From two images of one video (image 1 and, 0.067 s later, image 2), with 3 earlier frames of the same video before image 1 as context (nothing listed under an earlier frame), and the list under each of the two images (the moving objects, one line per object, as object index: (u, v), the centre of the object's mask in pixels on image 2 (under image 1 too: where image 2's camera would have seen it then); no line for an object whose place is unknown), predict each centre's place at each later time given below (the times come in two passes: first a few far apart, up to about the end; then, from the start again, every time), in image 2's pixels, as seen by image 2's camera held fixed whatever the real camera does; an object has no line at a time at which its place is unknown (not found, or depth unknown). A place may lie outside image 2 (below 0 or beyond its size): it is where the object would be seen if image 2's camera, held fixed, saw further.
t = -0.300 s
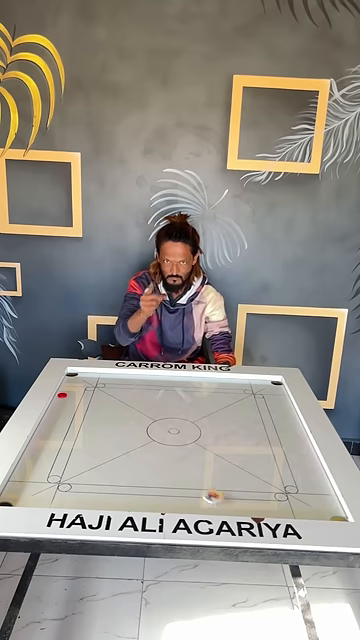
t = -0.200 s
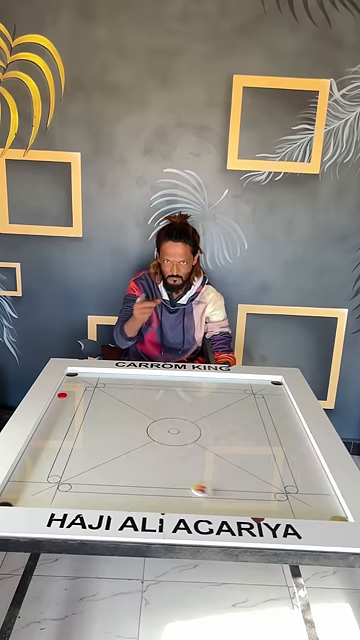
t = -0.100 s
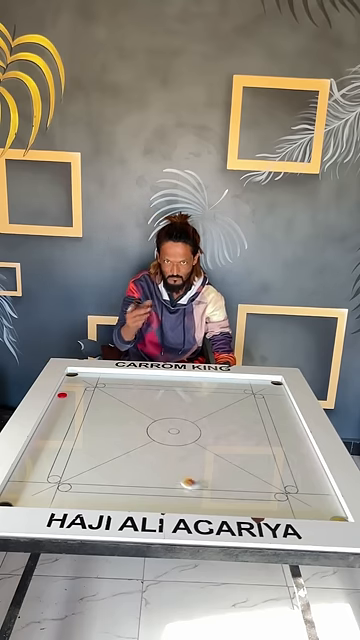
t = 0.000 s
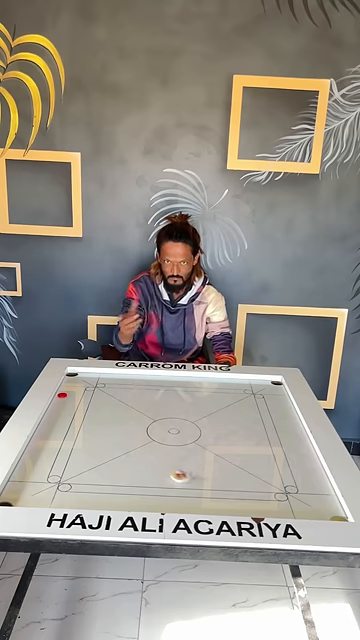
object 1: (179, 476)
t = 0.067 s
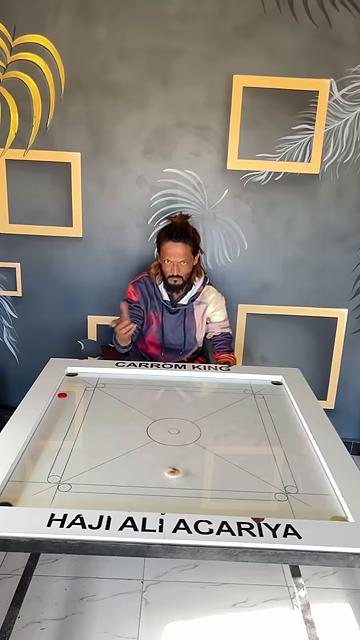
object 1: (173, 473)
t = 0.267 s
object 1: (155, 460)
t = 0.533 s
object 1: (131, 446)
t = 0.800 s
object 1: (110, 433)
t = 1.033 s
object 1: (93, 422)
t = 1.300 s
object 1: (74, 411)
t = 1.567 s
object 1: (59, 401)
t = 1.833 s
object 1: (75, 395)
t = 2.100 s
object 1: (94, 391)
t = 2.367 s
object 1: (111, 387)
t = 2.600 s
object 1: (125, 384)
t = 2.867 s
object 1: (140, 379)
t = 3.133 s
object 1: (155, 378)
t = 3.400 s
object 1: (167, 380)
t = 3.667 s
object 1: (180, 385)
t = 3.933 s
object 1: (193, 389)
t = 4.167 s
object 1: (205, 392)
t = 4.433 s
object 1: (218, 396)
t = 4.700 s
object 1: (233, 400)
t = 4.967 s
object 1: (246, 404)
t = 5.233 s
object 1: (261, 408)
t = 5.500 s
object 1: (277, 413)
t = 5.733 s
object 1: (289, 417)
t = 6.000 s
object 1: (288, 421)
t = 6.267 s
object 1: (283, 425)
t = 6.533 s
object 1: (278, 429)
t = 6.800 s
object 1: (274, 434)
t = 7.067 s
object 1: (268, 439)
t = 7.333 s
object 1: (262, 444)
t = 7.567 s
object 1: (257, 447)
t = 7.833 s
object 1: (251, 453)
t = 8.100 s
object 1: (245, 458)
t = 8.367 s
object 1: (239, 463)
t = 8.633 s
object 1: (233, 469)
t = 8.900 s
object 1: (225, 475)
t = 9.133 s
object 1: (219, 480)
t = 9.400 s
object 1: (212, 486)
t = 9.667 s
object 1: (205, 493)
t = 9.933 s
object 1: (198, 499)
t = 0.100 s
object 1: (170, 470)
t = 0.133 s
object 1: (167, 469)
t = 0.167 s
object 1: (164, 467)
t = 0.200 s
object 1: (161, 465)
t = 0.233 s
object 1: (158, 462)
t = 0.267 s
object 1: (155, 460)
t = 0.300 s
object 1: (152, 458)
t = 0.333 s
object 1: (149, 456)
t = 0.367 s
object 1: (145, 454)
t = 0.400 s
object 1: (142, 452)
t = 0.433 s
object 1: (139, 452)
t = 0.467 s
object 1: (136, 449)
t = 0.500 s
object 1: (134, 448)
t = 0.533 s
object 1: (131, 446)
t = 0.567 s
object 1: (128, 444)
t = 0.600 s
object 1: (125, 442)
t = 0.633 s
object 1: (123, 441)
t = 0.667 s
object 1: (120, 439)
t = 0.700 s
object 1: (118, 437)
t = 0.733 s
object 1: (115, 436)
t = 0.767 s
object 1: (113, 434)
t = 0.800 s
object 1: (110, 433)
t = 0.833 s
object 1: (108, 431)
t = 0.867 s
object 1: (105, 429)
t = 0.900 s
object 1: (102, 428)
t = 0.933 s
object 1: (100, 426)
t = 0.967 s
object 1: (98, 425)
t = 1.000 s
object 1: (95, 423)
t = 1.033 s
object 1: (93, 422)
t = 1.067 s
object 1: (90, 421)
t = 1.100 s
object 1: (88, 419)
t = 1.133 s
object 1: (86, 418)
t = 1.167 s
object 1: (83, 417)
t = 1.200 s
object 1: (82, 415)
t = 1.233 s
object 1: (80, 414)
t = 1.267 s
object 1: (77, 412)
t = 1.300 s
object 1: (74, 411)
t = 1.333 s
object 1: (72, 410)
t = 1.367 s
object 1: (70, 409)
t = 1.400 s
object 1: (68, 408)
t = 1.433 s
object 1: (67, 406)
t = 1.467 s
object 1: (65, 405)
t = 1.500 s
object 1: (62, 403)
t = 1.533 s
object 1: (60, 402)
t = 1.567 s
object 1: (59, 401)
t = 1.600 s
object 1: (60, 400)
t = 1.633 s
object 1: (62, 399)
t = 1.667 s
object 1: (64, 398)
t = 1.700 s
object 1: (67, 398)
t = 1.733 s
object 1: (68, 397)
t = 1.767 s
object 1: (71, 396)
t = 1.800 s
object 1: (72, 396)
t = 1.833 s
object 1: (75, 395)
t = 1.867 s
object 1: (78, 395)
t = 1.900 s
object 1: (81, 395)
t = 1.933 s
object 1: (83, 395)
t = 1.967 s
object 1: (85, 394)
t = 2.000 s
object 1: (88, 392)
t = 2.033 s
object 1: (90, 392)
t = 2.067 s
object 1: (91, 391)
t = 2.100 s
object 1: (94, 391)
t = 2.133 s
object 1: (96, 391)
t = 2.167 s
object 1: (98, 390)
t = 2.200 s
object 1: (101, 388)
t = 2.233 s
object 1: (102, 388)
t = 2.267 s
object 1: (104, 388)
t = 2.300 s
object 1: (106, 388)
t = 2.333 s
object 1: (109, 387)
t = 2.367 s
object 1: (111, 387)
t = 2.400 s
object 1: (113, 386)
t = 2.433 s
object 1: (115, 386)
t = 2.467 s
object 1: (117, 386)
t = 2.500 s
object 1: (119, 385)
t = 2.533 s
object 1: (121, 384)
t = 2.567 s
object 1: (123, 384)
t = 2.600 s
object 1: (125, 384)
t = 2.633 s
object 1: (127, 383)
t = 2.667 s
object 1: (129, 383)
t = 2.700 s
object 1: (131, 382)
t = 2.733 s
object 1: (133, 381)
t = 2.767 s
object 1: (135, 380)
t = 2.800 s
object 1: (137, 380)
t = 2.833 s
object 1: (139, 380)
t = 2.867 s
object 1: (140, 379)
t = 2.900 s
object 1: (143, 379)
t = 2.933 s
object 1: (144, 379)
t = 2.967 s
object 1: (146, 378)
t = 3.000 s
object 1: (148, 378)
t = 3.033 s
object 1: (150, 378)
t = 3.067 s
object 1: (152, 378)
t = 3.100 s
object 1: (153, 377)
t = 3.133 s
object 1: (155, 378)
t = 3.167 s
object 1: (156, 378)
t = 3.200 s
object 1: (158, 378)
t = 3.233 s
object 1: (159, 378)
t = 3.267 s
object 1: (161, 379)
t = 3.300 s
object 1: (162, 379)
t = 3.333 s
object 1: (164, 379)
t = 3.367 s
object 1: (165, 380)
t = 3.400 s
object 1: (167, 380)
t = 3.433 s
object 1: (169, 381)
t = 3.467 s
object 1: (170, 382)
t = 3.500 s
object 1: (172, 382)
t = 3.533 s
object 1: (173, 383)
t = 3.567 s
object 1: (175, 383)
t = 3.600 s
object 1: (177, 384)
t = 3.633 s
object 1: (179, 385)
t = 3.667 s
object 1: (180, 385)
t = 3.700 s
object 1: (182, 385)
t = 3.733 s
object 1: (183, 386)
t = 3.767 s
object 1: (185, 386)
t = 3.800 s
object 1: (186, 387)
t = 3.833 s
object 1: (188, 387)
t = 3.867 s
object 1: (190, 388)
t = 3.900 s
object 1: (192, 388)
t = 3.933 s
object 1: (193, 389)
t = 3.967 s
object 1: (195, 389)
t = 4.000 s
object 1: (197, 389)
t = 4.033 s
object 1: (198, 390)
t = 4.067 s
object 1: (200, 390)
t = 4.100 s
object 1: (201, 391)
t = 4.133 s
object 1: (204, 391)
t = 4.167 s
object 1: (205, 392)
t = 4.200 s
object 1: (207, 393)
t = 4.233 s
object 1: (208, 393)
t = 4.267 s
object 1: (210, 393)
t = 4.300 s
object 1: (211, 394)
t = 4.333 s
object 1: (213, 394)
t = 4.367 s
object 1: (215, 395)
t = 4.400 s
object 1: (216, 395)
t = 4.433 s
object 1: (218, 396)
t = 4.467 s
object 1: (220, 396)
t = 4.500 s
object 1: (222, 396)
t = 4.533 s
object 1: (224, 397)
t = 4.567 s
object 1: (226, 398)
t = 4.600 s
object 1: (227, 398)
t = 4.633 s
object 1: (229, 399)
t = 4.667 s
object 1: (231, 399)
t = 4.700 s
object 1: (233, 400)
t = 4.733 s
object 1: (235, 400)
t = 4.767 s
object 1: (236, 401)
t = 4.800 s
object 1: (238, 401)
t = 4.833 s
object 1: (240, 402)
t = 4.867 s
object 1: (241, 403)
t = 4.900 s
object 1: (243, 403)
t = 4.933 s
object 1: (245, 403)
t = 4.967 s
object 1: (246, 404)
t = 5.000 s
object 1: (248, 404)
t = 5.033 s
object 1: (250, 405)
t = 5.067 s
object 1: (252, 405)
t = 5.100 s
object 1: (254, 406)
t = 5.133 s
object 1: (255, 407)
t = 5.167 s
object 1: (257, 407)
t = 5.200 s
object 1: (259, 408)
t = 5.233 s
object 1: (261, 408)
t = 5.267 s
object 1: (263, 409)
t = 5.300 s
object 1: (265, 410)
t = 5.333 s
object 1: (267, 410)
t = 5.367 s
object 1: (269, 411)
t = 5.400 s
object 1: (271, 411)
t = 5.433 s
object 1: (273, 412)
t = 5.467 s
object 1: (275, 412)
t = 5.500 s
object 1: (277, 413)
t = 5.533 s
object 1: (279, 413)
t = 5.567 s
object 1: (280, 414)
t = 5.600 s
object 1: (282, 415)
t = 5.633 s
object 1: (283, 416)
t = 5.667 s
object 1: (286, 416)
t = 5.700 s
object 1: (288, 417)
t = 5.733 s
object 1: (289, 417)
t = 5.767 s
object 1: (291, 418)
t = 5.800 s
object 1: (291, 418)
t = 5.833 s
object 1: (291, 419)
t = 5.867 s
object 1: (291, 420)
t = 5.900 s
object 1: (290, 420)
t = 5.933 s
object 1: (290, 421)
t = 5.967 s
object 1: (289, 421)
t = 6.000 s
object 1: (288, 421)
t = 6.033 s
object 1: (288, 422)
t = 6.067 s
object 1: (287, 423)
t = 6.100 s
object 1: (286, 423)
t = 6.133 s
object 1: (286, 424)
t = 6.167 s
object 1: (285, 424)
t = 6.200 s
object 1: (285, 424)
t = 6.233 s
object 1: (284, 425)
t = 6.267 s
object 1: (283, 425)
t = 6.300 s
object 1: (283, 426)
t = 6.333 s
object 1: (282, 427)
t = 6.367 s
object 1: (282, 427)
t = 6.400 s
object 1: (282, 428)
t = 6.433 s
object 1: (281, 428)
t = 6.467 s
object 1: (280, 429)
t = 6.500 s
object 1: (279, 429)
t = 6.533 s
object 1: (278, 429)
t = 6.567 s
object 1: (278, 430)
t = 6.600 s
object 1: (277, 430)
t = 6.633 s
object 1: (277, 431)
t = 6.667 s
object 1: (276, 432)
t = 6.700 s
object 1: (275, 432)
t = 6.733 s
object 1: (275, 433)
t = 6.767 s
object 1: (274, 433)
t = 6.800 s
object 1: (274, 434)
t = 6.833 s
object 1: (273, 435)
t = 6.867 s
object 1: (272, 436)
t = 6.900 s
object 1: (272, 436)
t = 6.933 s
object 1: (271, 436)
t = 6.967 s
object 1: (270, 437)
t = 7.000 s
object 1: (269, 437)
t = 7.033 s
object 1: (268, 438)
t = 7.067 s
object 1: (268, 439)
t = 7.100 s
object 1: (267, 439)
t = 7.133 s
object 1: (266, 440)
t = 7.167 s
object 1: (265, 441)
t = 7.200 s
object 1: (265, 441)
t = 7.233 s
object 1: (264, 442)
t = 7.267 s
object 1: (264, 442)
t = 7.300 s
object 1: (263, 443)
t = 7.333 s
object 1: (262, 444)
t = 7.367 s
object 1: (261, 444)
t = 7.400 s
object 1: (261, 445)
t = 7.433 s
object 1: (260, 445)
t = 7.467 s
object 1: (260, 446)
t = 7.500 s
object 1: (258, 447)
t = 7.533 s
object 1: (258, 447)
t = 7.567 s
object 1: (257, 447)
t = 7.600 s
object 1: (257, 448)
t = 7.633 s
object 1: (256, 449)
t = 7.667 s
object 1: (255, 449)
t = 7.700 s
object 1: (255, 450)
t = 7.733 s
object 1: (254, 451)
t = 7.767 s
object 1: (253, 452)
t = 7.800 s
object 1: (252, 453)
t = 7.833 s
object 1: (251, 453)
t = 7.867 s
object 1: (251, 454)
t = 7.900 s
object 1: (250, 454)
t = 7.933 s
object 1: (249, 455)
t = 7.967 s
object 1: (248, 456)
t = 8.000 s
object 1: (247, 456)
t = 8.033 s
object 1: (247, 457)
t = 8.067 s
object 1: (246, 457)
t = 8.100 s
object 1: (245, 458)
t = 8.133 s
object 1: (244, 459)
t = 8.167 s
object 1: (243, 460)
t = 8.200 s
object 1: (243, 460)
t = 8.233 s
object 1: (242, 461)
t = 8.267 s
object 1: (241, 461)
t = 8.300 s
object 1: (240, 462)
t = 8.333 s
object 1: (239, 463)
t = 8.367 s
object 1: (239, 463)
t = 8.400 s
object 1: (238, 464)
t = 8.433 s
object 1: (237, 465)
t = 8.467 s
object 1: (236, 466)
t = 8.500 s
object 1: (236, 467)
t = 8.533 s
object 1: (235, 467)
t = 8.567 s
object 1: (234, 468)
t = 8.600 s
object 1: (233, 469)
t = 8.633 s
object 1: (233, 469)
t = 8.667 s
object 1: (232, 470)
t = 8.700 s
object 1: (231, 470)
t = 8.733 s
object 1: (230, 471)
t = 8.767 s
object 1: (229, 472)
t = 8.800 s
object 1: (228, 473)
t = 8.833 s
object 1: (227, 473)
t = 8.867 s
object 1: (226, 474)
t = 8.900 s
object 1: (225, 475)
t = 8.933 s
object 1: (225, 476)
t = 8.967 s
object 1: (224, 476)
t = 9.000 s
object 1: (223, 477)
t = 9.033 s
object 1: (222, 478)
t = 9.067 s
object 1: (221, 478)
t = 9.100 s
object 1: (220, 479)
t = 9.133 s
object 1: (219, 480)
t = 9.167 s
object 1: (218, 481)
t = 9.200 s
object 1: (217, 482)
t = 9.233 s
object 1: (216, 482)
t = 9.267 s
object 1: (216, 483)
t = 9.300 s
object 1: (215, 484)
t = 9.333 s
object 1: (214, 485)
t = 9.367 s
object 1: (213, 486)
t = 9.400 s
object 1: (212, 486)
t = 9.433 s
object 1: (211, 487)
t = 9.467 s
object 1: (210, 488)
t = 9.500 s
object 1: (209, 489)
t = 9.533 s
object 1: (208, 490)
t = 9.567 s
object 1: (208, 490)
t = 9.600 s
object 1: (207, 491)
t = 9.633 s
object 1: (206, 492)
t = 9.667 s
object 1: (205, 493)
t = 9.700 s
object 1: (204, 494)
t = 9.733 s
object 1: (203, 494)
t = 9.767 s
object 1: (202, 495)
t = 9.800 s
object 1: (201, 496)
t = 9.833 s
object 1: (200, 497)
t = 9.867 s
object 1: (199, 498)
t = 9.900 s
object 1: (199, 498)
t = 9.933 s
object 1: (198, 499)
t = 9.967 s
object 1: (197, 500)
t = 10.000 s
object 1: (196, 500)
